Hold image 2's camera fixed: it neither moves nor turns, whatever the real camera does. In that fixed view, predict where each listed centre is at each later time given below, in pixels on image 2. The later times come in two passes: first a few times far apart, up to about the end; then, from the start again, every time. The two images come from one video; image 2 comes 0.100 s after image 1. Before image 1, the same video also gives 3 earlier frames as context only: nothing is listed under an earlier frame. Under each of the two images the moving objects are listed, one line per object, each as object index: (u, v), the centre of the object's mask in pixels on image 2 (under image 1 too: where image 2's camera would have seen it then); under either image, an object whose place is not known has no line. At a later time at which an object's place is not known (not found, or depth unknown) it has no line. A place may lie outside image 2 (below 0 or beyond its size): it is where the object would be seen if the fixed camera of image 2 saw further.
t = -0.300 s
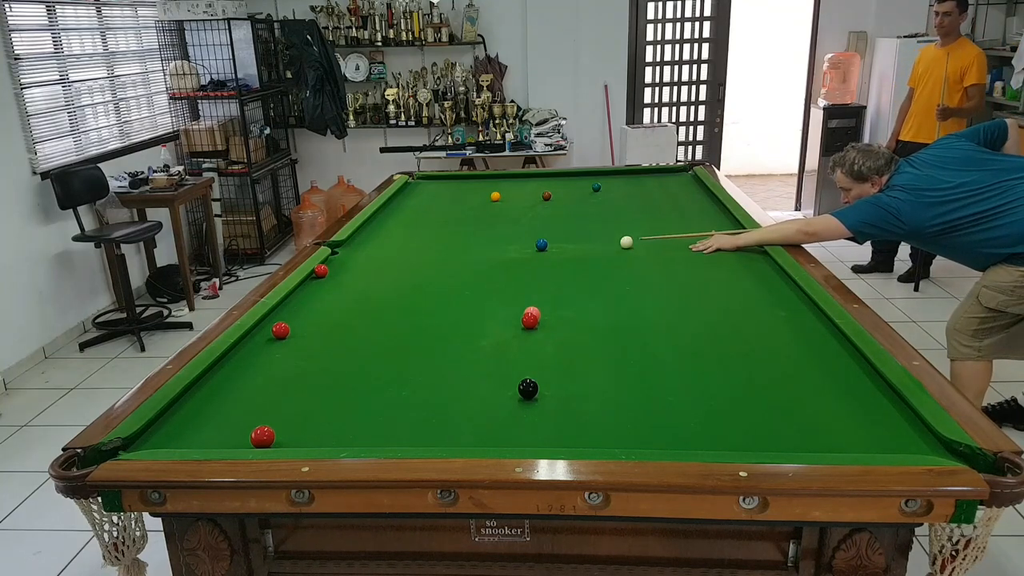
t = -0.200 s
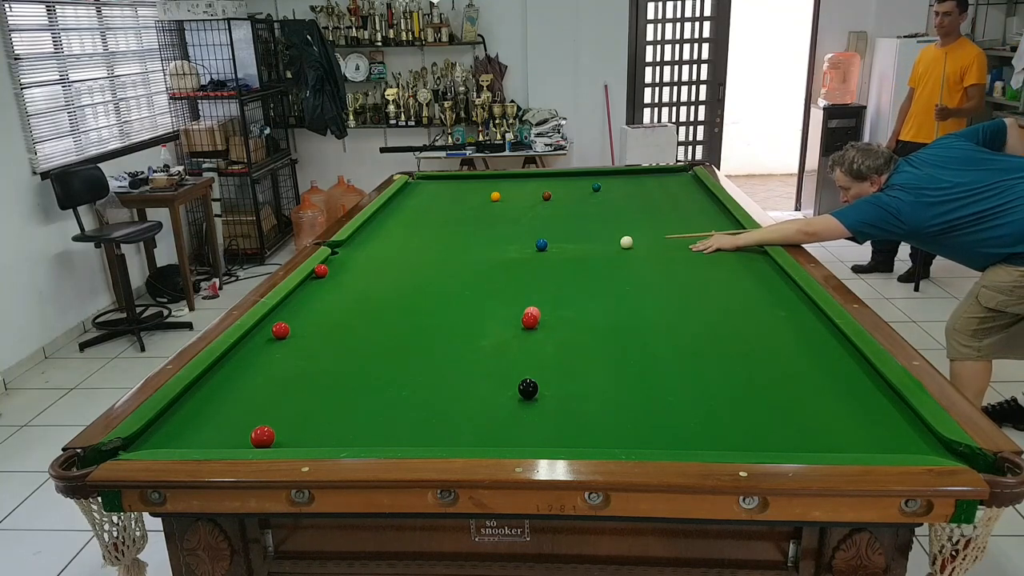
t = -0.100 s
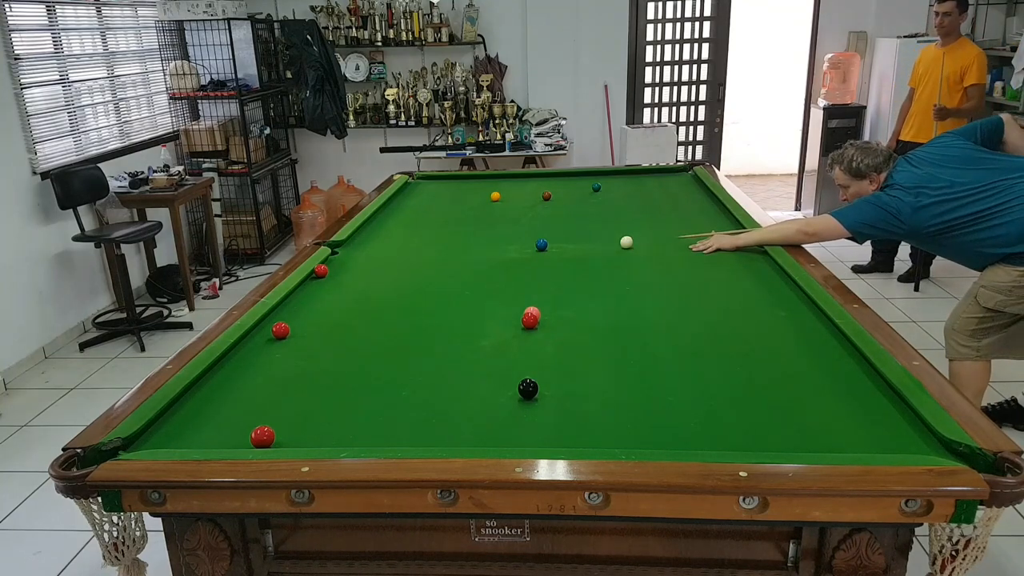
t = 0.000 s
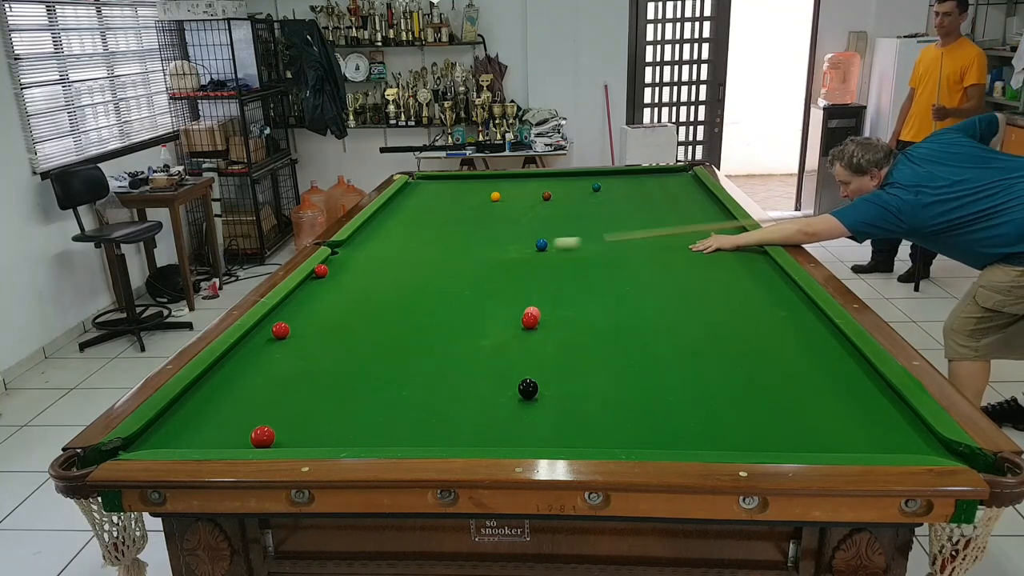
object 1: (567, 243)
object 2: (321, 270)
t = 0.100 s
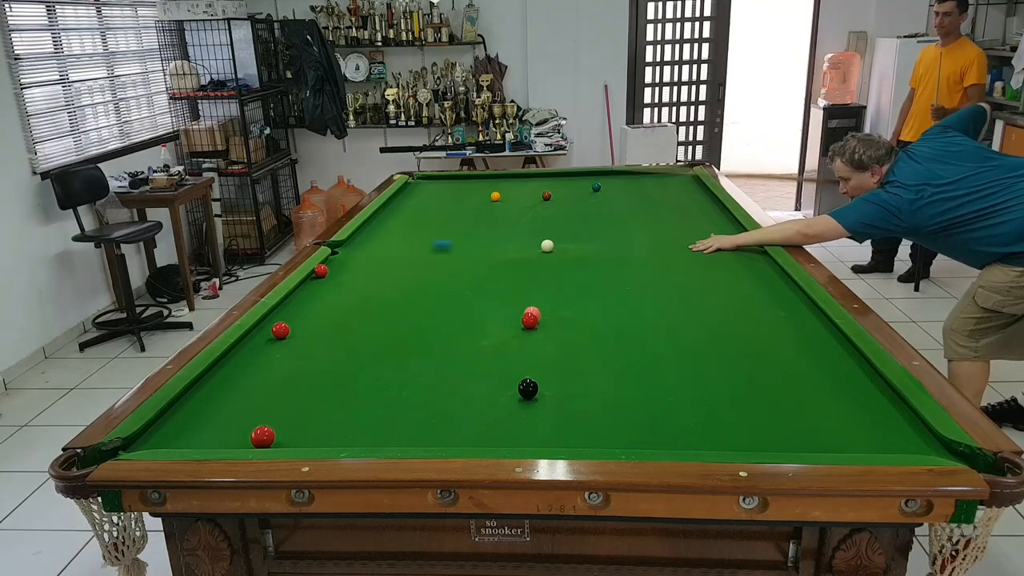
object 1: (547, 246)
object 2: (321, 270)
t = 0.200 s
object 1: (534, 248)
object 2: (321, 270)
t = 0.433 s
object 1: (500, 252)
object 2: (321, 270)
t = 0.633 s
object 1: (471, 255)
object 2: (321, 270)
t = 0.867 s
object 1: (438, 259)
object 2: (321, 270)
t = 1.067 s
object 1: (410, 263)
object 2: (321, 270)
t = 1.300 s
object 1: (378, 267)
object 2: (321, 270)
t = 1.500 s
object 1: (351, 270)
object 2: (321, 270)
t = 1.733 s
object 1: (325, 274)
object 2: (320, 267)
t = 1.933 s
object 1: (311, 279)
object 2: (331, 269)
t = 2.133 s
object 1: (309, 285)
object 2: (339, 268)
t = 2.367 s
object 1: (307, 292)
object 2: (346, 267)
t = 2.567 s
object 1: (306, 298)
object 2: (351, 266)
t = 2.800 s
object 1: (304, 305)
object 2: (356, 265)
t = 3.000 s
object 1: (303, 311)
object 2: (358, 265)
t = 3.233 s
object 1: (301, 318)
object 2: (359, 265)
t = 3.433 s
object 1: (300, 323)
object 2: (360, 265)
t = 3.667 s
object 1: (299, 329)
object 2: (360, 265)
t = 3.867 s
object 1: (297, 334)
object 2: (360, 265)
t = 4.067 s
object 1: (297, 339)
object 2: (360, 265)
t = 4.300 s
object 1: (295, 344)
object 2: (360, 265)
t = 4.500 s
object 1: (295, 348)
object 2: (360, 265)
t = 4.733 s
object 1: (295, 352)
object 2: (360, 265)
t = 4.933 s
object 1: (294, 355)
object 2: (360, 265)
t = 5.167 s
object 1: (294, 357)
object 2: (360, 265)
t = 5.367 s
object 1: (293, 359)
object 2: (360, 265)
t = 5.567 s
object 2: (360, 265)
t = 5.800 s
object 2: (360, 265)
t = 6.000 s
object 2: (360, 265)
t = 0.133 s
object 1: (543, 247)
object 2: (321, 270)
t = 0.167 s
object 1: (538, 247)
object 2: (321, 270)
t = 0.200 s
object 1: (534, 248)
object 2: (321, 270)
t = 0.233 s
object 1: (529, 248)
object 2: (321, 270)
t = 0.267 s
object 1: (524, 249)
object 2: (321, 270)
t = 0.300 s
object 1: (519, 250)
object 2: (321, 270)
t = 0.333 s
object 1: (514, 250)
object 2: (321, 270)
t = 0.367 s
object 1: (509, 251)
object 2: (321, 270)
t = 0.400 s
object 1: (505, 252)
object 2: (321, 270)
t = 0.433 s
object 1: (500, 252)
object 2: (321, 270)
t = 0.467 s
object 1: (495, 253)
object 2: (321, 270)
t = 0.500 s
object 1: (490, 253)
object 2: (321, 270)
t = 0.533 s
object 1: (485, 254)
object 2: (321, 270)
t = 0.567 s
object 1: (481, 254)
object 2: (321, 270)
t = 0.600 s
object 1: (476, 255)
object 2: (321, 270)
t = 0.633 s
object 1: (471, 255)
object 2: (321, 270)
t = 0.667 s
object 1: (466, 256)
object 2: (321, 270)
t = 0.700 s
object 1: (462, 257)
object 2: (321, 270)
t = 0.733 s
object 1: (457, 257)
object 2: (321, 270)
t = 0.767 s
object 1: (452, 258)
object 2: (321, 270)
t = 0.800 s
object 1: (448, 258)
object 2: (321, 270)
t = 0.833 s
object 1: (443, 259)
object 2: (321, 270)
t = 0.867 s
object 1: (438, 259)
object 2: (321, 270)
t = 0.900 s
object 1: (434, 260)
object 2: (321, 270)
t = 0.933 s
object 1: (429, 261)
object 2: (321, 270)
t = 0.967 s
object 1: (424, 261)
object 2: (321, 270)
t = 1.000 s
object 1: (420, 262)
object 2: (321, 270)
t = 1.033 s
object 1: (415, 262)
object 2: (321, 270)
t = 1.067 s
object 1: (410, 263)
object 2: (321, 270)
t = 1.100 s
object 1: (406, 264)
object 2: (321, 270)
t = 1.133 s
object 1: (401, 264)
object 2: (321, 270)
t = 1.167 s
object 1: (397, 265)
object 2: (321, 270)
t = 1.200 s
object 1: (392, 265)
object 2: (321, 270)
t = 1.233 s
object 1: (387, 266)
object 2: (321, 270)
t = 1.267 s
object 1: (383, 266)
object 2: (321, 270)
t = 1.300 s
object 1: (378, 267)
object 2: (321, 270)
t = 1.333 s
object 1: (374, 267)
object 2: (321, 270)
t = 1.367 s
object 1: (369, 268)
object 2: (321, 270)
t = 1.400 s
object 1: (365, 268)
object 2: (321, 270)
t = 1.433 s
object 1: (360, 269)
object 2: (321, 270)
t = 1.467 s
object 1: (356, 269)
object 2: (321, 270)
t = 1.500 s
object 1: (351, 270)
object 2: (321, 270)
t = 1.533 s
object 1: (347, 270)
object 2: (321, 270)
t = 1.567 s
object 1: (342, 271)
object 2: (321, 270)
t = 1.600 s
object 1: (338, 271)
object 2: (321, 270)
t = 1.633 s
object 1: (334, 272)
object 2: (320, 270)
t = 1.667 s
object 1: (330, 273)
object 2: (319, 270)
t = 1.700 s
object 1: (328, 273)
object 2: (318, 269)
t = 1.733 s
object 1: (325, 274)
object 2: (320, 267)
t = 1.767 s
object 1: (322, 275)
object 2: (325, 266)
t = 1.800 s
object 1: (320, 276)
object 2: (327, 268)
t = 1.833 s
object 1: (317, 277)
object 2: (327, 269)
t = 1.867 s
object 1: (315, 277)
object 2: (328, 269)
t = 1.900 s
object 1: (312, 278)
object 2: (330, 269)
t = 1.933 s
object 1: (311, 279)
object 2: (331, 269)
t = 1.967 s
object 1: (311, 280)
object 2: (333, 269)
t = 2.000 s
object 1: (311, 281)
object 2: (334, 268)
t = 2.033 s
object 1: (310, 282)
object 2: (335, 268)
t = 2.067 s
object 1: (310, 283)
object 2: (336, 268)
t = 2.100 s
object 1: (310, 284)
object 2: (338, 268)
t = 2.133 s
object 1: (309, 285)
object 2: (339, 268)
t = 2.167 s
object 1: (309, 286)
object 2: (340, 268)
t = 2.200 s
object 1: (309, 287)
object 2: (341, 268)
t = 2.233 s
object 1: (308, 288)
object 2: (343, 267)
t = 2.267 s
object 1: (308, 289)
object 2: (343, 267)
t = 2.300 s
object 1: (308, 290)
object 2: (344, 267)
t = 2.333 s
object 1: (307, 291)
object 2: (345, 267)
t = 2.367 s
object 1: (307, 292)
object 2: (346, 267)
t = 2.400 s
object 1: (307, 293)
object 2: (347, 267)
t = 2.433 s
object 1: (307, 294)
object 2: (348, 267)
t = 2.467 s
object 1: (306, 295)
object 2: (349, 266)
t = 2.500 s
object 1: (306, 296)
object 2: (350, 266)
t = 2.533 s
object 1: (306, 297)
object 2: (351, 266)
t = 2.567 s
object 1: (306, 298)
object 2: (351, 266)
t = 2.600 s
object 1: (305, 299)
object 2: (352, 266)
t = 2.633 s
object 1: (305, 300)
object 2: (353, 266)
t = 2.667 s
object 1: (305, 301)
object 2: (353, 266)
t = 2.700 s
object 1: (305, 302)
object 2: (354, 266)
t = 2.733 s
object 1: (304, 303)
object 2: (354, 266)
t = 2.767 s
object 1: (304, 304)
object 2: (355, 266)
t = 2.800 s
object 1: (304, 305)
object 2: (356, 265)
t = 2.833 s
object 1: (304, 306)
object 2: (356, 265)
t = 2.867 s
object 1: (304, 307)
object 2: (356, 265)
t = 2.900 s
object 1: (304, 308)
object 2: (357, 265)
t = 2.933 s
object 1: (303, 309)
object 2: (357, 265)
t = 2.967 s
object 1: (303, 310)
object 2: (357, 265)
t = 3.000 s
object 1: (303, 311)
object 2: (358, 265)
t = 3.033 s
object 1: (303, 312)
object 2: (358, 265)
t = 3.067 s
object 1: (302, 313)
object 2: (359, 265)
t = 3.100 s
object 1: (302, 314)
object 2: (359, 265)
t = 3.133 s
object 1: (302, 315)
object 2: (359, 265)
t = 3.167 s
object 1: (302, 316)
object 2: (359, 265)
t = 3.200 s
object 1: (301, 317)
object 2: (359, 265)
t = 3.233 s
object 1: (301, 318)
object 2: (359, 265)
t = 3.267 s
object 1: (301, 319)
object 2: (360, 265)
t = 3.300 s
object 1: (301, 320)
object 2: (360, 265)
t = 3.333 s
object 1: (301, 321)
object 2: (360, 265)
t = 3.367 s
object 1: (300, 322)
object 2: (360, 265)
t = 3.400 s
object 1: (300, 322)
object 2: (360, 265)
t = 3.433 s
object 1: (300, 323)
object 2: (360, 265)
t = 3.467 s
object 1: (300, 324)
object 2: (360, 265)
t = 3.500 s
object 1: (300, 325)
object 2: (360, 265)
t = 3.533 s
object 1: (300, 326)
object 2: (360, 265)
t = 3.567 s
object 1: (299, 327)
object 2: (360, 265)
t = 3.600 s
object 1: (299, 327)
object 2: (360, 265)
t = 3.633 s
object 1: (299, 329)
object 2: (360, 265)
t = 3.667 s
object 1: (299, 329)
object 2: (360, 265)
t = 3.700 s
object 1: (298, 330)
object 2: (360, 265)
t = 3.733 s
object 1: (298, 331)
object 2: (360, 265)
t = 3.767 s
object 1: (298, 332)
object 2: (360, 265)
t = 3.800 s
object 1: (298, 333)
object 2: (360, 265)
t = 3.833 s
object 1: (298, 334)
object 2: (360, 265)
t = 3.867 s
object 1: (297, 334)
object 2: (360, 265)
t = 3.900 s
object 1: (297, 335)
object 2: (360, 265)
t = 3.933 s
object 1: (297, 336)
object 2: (360, 265)
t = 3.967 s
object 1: (297, 337)
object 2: (360, 265)
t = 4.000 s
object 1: (297, 337)
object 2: (360, 265)
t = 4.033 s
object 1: (297, 338)
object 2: (360, 265)
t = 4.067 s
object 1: (297, 339)
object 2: (360, 265)
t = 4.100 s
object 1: (296, 340)
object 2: (360, 265)
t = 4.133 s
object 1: (296, 340)
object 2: (360, 265)
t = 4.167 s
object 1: (296, 341)
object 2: (360, 265)
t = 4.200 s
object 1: (296, 342)
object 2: (360, 265)
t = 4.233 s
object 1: (296, 343)
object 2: (360, 265)
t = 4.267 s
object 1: (295, 343)
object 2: (360, 265)
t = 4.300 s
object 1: (295, 344)
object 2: (360, 265)
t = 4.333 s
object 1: (295, 345)
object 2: (360, 265)
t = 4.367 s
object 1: (295, 345)
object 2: (360, 265)
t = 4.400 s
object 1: (295, 346)
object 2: (360, 265)
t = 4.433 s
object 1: (295, 347)
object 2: (360, 265)
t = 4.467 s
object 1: (295, 347)
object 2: (360, 265)
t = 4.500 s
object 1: (295, 348)
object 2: (360, 265)
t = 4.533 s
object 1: (295, 348)
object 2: (360, 265)
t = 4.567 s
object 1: (295, 349)
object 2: (360, 265)
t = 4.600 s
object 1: (295, 350)
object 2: (360, 265)
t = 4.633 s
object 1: (295, 350)
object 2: (360, 265)
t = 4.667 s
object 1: (295, 351)
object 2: (360, 265)
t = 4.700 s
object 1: (295, 351)
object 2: (360, 265)
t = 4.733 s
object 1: (295, 352)
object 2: (360, 265)
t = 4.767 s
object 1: (294, 352)
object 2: (360, 265)
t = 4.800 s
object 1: (294, 353)
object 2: (360, 265)
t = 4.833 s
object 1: (294, 353)
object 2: (360, 265)
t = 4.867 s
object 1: (294, 354)
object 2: (360, 265)
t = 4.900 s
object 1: (294, 354)
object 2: (360, 265)
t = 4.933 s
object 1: (294, 355)
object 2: (360, 265)
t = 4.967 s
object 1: (294, 355)
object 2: (360, 265)
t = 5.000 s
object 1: (294, 356)
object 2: (360, 265)
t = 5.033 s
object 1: (294, 356)
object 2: (360, 265)
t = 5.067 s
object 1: (294, 356)
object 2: (360, 265)
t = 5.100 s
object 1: (294, 357)
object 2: (360, 265)
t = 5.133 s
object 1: (294, 357)
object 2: (360, 265)
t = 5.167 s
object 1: (294, 357)
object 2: (360, 265)
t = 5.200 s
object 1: (294, 358)
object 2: (360, 265)
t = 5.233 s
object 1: (294, 358)
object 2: (360, 265)
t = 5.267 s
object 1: (294, 358)
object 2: (360, 265)
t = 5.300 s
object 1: (293, 358)
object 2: (360, 265)
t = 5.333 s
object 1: (293, 359)
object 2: (360, 265)
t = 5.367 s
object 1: (293, 359)
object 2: (360, 265)
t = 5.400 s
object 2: (360, 265)
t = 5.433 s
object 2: (360, 265)
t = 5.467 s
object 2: (360, 265)
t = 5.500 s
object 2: (360, 265)
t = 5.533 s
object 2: (360, 265)
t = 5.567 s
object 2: (360, 265)
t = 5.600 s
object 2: (360, 265)
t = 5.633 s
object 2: (360, 265)
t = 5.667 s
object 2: (360, 265)
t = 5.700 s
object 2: (360, 265)
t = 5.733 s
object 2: (360, 265)
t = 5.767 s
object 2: (360, 265)
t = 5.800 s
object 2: (360, 265)
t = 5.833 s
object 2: (360, 265)
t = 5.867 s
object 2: (360, 265)
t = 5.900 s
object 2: (362, 265)
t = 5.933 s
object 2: (360, 265)
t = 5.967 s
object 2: (360, 265)
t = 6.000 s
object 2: (360, 265)
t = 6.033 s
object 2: (360, 265)
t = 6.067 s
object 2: (360, 265)
